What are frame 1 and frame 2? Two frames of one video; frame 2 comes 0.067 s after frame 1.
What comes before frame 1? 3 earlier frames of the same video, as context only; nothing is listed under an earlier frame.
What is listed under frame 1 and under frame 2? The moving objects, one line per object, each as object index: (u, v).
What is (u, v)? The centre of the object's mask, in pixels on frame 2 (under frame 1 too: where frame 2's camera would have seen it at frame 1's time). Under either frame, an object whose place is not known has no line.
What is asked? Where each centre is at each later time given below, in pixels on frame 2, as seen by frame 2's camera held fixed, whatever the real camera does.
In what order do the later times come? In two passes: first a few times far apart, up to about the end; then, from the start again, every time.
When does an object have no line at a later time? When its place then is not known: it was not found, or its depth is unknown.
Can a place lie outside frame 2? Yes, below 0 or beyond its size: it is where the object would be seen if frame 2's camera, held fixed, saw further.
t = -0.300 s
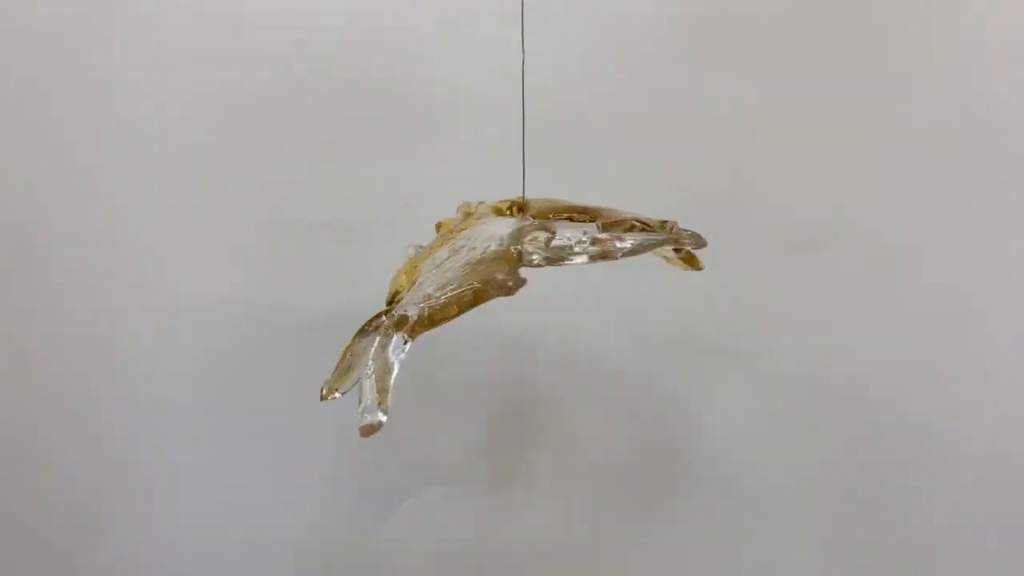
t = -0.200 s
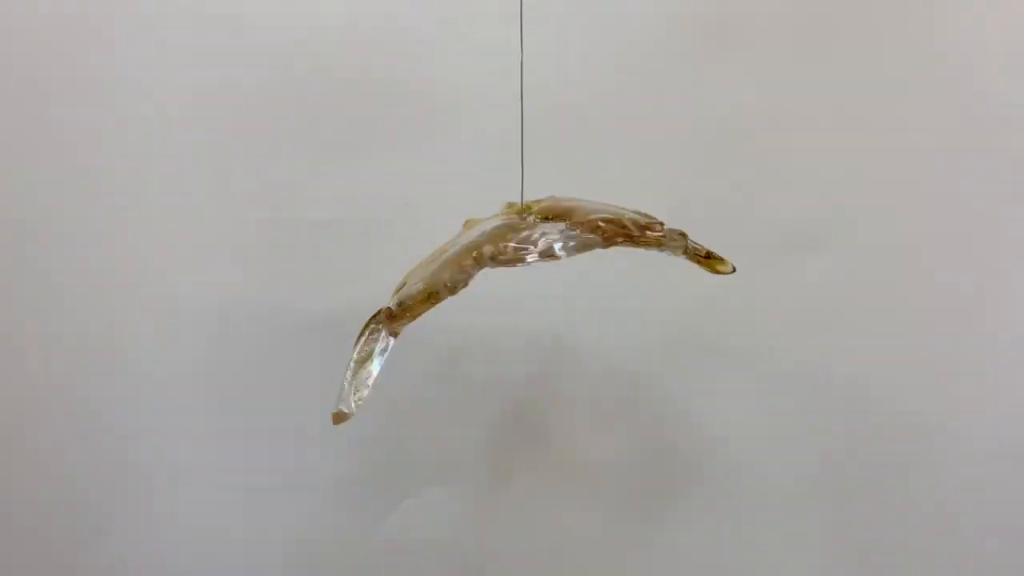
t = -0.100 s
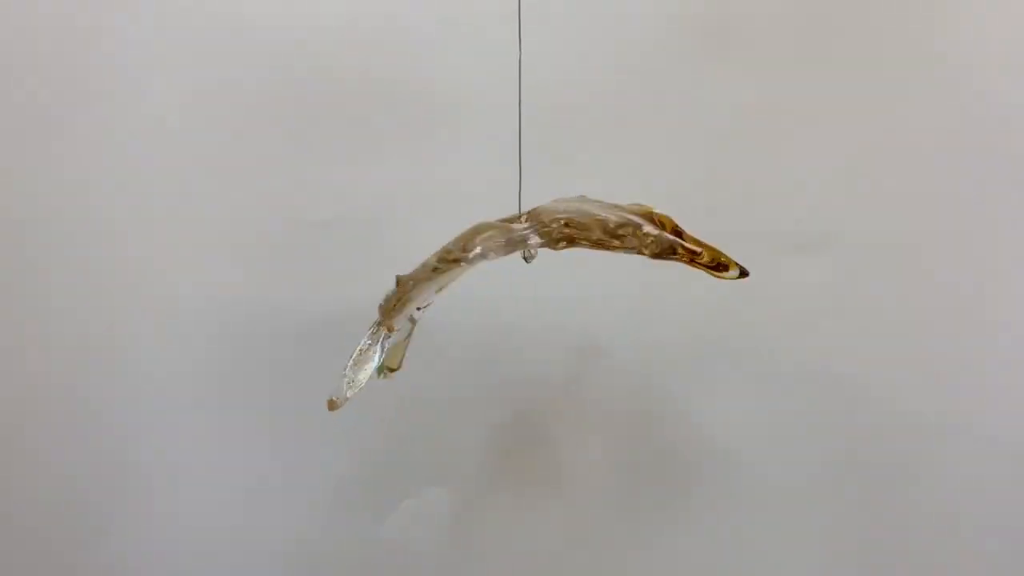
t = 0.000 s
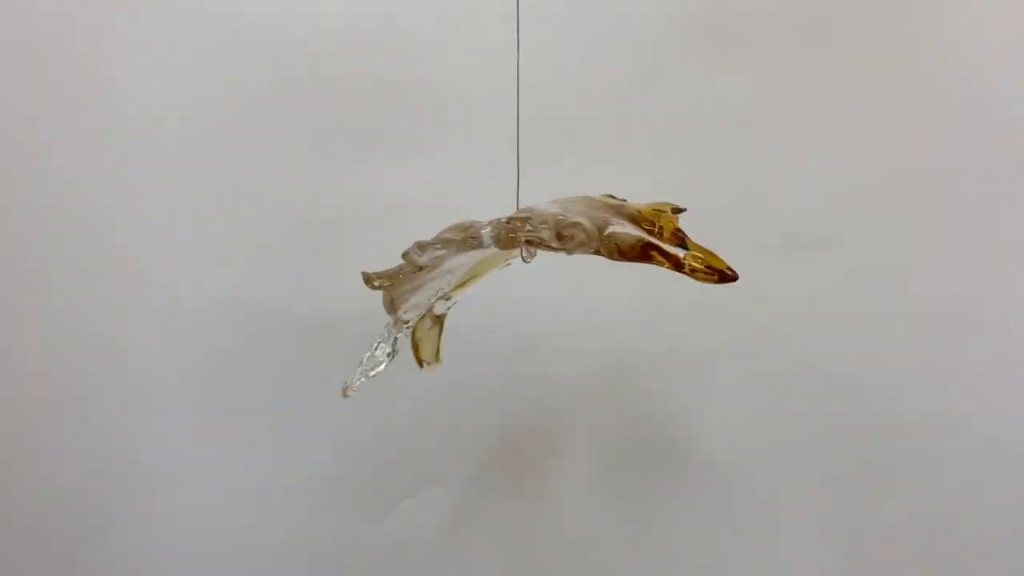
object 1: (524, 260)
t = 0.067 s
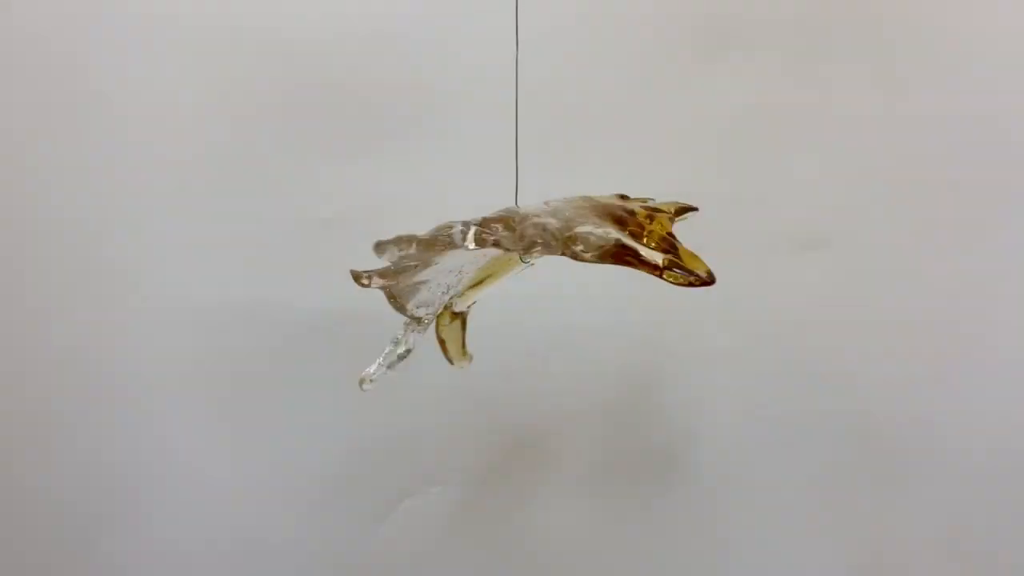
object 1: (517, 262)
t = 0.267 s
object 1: (506, 256)
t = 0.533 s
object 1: (543, 257)
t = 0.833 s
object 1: (546, 257)
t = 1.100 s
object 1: (550, 284)
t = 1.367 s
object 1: (519, 285)
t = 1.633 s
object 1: (487, 285)
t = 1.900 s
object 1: (478, 280)
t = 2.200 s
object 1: (520, 267)
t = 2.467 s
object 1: (530, 268)
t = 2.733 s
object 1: (516, 268)
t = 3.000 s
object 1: (504, 268)
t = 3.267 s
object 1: (505, 266)
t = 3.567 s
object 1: (521, 267)
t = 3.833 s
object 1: (527, 267)
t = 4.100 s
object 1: (525, 267)
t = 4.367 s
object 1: (517, 269)
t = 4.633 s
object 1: (505, 270)
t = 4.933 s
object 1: (514, 269)
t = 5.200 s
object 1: (529, 270)
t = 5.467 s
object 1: (536, 271)
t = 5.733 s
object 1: (501, 276)
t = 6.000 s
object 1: (486, 290)
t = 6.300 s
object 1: (511, 290)
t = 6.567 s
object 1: (547, 292)
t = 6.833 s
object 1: (551, 269)
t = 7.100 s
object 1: (550, 268)
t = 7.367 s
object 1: (534, 261)
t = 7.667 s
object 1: (512, 263)
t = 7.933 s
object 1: (526, 265)
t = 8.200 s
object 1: (485, 287)
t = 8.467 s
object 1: (507, 290)
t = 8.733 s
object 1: (536, 290)
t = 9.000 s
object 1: (513, 261)
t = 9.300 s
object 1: (538, 260)
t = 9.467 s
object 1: (527, 258)
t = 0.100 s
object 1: (515, 261)
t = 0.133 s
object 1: (513, 260)
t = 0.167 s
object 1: (511, 260)
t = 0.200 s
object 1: (508, 259)
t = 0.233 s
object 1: (506, 258)
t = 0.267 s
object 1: (506, 256)
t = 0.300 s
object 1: (511, 255)
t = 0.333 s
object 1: (518, 255)
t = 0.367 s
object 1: (525, 254)
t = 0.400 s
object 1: (532, 254)
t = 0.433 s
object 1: (537, 255)
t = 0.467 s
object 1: (539, 255)
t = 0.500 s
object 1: (540, 256)
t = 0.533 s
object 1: (543, 257)
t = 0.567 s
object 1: (545, 258)
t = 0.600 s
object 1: (548, 259)
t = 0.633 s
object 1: (551, 261)
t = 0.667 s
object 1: (554, 262)
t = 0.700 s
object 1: (556, 263)
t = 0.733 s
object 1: (554, 264)
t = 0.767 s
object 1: (550, 265)
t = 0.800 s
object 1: (548, 260)
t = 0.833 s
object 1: (546, 257)
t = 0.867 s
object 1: (525, 261)
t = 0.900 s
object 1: (523, 262)
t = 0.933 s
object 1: (522, 262)
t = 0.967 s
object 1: (552, 262)
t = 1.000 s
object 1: (552, 275)
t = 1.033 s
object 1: (545, 281)
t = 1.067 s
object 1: (551, 283)
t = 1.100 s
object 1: (550, 284)
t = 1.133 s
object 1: (549, 285)
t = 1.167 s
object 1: (547, 285)
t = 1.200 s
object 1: (545, 286)
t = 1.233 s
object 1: (541, 286)
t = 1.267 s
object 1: (536, 286)
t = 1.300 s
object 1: (530, 286)
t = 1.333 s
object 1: (525, 286)
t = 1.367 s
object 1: (519, 285)
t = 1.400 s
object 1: (514, 285)
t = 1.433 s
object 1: (510, 285)
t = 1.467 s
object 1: (505, 284)
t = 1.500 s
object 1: (500, 285)
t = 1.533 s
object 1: (496, 285)
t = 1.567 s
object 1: (493, 285)
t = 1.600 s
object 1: (490, 285)
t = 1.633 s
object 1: (487, 285)
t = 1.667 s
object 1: (484, 285)
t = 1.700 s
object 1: (481, 284)
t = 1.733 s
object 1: (478, 285)
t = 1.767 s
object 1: (476, 284)
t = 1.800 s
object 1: (476, 283)
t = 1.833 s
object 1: (475, 282)
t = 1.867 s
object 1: (477, 281)
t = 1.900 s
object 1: (478, 280)
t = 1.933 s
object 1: (480, 279)
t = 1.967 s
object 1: (483, 278)
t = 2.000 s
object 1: (486, 277)
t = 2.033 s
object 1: (489, 276)
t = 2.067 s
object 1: (496, 271)
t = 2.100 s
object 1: (504, 271)
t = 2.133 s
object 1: (510, 270)
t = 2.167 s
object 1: (516, 270)
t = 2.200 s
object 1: (520, 267)
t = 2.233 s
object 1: (527, 267)
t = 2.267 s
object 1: (529, 267)
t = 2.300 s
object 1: (529, 266)
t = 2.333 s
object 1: (531, 268)
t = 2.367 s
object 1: (530, 268)
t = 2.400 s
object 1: (530, 268)
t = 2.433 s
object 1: (530, 268)
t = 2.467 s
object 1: (530, 268)
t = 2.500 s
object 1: (529, 267)
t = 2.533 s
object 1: (527, 270)
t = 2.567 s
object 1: (525, 270)
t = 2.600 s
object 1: (524, 270)
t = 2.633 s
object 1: (522, 270)
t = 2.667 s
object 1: (520, 269)
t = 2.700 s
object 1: (518, 268)
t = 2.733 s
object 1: (516, 268)
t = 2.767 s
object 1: (515, 268)
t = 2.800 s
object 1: (513, 268)
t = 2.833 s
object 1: (511, 268)
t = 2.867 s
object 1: (510, 268)
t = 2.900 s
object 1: (509, 267)
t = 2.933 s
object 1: (507, 268)
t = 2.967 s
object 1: (505, 268)
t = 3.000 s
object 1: (504, 268)
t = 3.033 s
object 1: (503, 268)
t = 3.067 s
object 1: (502, 267)
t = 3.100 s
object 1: (502, 267)
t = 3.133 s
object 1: (501, 267)
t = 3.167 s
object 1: (501, 266)
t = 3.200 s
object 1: (502, 266)
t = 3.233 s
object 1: (503, 266)
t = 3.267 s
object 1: (505, 266)
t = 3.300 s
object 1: (506, 266)
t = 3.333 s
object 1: (509, 265)
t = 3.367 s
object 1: (511, 265)
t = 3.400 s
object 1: (513, 265)
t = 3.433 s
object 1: (515, 265)
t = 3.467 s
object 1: (517, 265)
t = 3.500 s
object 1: (518, 266)
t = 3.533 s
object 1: (520, 266)
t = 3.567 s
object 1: (521, 267)
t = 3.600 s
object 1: (522, 265)
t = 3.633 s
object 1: (523, 266)
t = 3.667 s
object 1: (524, 266)
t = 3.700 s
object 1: (525, 266)
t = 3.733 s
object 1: (526, 266)
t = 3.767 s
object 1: (527, 267)
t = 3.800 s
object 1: (527, 267)
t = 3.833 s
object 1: (527, 267)
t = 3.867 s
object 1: (527, 267)
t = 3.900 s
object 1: (527, 267)
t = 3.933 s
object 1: (527, 267)
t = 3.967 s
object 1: (527, 267)
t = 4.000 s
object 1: (527, 267)
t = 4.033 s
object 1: (526, 267)
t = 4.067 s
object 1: (526, 267)
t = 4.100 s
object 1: (525, 267)
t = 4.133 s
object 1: (524, 267)
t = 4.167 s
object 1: (523, 268)
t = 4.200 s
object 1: (523, 268)
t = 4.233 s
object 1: (522, 269)
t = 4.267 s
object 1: (521, 269)
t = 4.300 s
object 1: (520, 269)
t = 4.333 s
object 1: (518, 269)
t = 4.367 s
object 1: (517, 269)
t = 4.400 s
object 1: (515, 269)
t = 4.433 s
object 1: (513, 269)
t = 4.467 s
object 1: (512, 269)
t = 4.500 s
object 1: (510, 269)
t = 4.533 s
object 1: (508, 270)
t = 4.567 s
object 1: (507, 270)
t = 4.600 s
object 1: (505, 270)
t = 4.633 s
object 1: (505, 270)
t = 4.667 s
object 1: (505, 270)
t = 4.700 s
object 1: (505, 270)
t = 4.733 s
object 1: (506, 270)
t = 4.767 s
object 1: (506, 269)
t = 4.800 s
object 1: (507, 269)
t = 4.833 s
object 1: (508, 269)
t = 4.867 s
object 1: (510, 269)
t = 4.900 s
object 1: (512, 269)
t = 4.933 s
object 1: (514, 269)
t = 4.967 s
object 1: (515, 269)
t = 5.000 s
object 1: (517, 269)
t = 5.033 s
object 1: (519, 269)
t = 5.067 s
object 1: (520, 269)
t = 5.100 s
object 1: (523, 269)
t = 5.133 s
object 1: (524, 269)
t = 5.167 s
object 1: (526, 270)
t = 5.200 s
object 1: (529, 270)
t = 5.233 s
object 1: (530, 271)
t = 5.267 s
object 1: (531, 270)
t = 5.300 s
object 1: (530, 268)
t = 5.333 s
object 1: (535, 269)
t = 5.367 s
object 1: (535, 269)
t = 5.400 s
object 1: (536, 270)
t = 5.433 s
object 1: (535, 270)
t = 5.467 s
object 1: (536, 271)
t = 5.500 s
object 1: (535, 270)
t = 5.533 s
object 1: (534, 268)
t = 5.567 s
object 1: (531, 268)
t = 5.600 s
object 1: (526, 270)
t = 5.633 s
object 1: (521, 273)
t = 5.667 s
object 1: (514, 274)
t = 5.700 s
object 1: (507, 276)
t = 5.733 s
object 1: (501, 276)
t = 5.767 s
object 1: (496, 281)
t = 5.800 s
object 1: (492, 283)
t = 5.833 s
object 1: (490, 284)
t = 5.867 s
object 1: (488, 286)
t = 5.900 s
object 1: (487, 288)
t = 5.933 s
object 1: (485, 289)
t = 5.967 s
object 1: (485, 290)
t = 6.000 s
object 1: (486, 290)
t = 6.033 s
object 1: (487, 291)
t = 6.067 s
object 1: (489, 291)
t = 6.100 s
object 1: (492, 290)
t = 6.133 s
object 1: (495, 290)
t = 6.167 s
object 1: (498, 290)
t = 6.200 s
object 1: (501, 290)
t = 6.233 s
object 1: (504, 290)
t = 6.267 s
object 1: (507, 290)
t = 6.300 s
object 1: (511, 290)
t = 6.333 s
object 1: (515, 290)
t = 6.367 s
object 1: (519, 290)
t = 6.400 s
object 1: (523, 291)
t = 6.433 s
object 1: (528, 292)
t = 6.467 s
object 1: (532, 292)
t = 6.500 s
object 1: (537, 291)
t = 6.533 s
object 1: (542, 291)
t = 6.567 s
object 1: (547, 292)
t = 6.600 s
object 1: (550, 291)
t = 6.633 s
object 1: (552, 290)
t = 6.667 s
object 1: (554, 289)
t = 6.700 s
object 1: (554, 289)
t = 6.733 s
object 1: (555, 288)
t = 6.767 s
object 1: (551, 286)
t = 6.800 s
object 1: (550, 280)
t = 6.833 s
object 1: (551, 269)
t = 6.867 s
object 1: (521, 264)
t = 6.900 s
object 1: (521, 264)
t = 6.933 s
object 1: (523, 261)
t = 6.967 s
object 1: (525, 262)
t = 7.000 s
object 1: (546, 261)
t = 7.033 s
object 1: (545, 267)
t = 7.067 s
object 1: (549, 269)
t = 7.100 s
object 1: (550, 268)
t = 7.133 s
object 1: (550, 267)
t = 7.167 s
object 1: (548, 265)
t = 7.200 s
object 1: (545, 264)
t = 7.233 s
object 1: (542, 263)
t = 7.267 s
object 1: (539, 263)
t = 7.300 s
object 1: (537, 262)
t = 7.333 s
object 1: (535, 261)
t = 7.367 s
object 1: (534, 261)
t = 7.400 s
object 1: (533, 261)
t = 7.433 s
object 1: (528, 260)
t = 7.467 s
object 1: (523, 260)
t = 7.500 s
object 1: (517, 260)
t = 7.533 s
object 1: (511, 260)
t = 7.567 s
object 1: (507, 261)
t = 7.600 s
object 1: (507, 262)
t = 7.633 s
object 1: (510, 262)
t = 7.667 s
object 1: (512, 263)
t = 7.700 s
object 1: (514, 263)
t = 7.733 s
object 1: (517, 264)
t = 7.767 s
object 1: (519, 265)
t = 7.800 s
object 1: (521, 266)
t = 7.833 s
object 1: (524, 265)
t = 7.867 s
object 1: (526, 265)
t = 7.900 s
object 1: (526, 265)
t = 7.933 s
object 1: (526, 265)
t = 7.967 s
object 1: (526, 266)
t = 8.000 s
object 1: (517, 269)
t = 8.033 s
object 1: (509, 272)
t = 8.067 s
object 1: (498, 274)
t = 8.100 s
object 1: (492, 280)
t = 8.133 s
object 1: (489, 283)
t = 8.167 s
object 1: (487, 285)
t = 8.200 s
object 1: (485, 287)
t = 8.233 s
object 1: (485, 288)
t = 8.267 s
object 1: (487, 288)
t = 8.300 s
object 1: (490, 288)
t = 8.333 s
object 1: (493, 288)
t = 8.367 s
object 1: (496, 289)
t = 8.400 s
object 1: (500, 289)
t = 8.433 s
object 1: (503, 289)
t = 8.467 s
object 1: (507, 290)
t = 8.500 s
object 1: (511, 291)
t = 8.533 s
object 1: (515, 292)
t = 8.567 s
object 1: (520, 293)
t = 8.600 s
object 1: (525, 293)
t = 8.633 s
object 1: (530, 293)
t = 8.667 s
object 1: (534, 292)
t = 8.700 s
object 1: (536, 291)
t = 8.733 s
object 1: (536, 290)
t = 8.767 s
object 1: (537, 288)
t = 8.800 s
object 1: (537, 287)
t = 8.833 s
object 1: (535, 284)
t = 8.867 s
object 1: (534, 277)
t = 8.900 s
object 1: (508, 263)
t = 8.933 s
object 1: (508, 264)
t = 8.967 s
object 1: (509, 263)
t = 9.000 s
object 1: (513, 261)
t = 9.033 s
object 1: (534, 259)
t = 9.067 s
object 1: (538, 265)
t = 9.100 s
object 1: (542, 267)
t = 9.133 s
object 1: (546, 266)
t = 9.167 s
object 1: (546, 265)
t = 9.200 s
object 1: (544, 263)
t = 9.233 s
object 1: (542, 262)
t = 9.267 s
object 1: (540, 261)
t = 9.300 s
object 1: (538, 260)
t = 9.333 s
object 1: (537, 260)
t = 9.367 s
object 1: (536, 260)
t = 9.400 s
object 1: (536, 259)
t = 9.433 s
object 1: (533, 259)
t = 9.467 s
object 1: (527, 258)
